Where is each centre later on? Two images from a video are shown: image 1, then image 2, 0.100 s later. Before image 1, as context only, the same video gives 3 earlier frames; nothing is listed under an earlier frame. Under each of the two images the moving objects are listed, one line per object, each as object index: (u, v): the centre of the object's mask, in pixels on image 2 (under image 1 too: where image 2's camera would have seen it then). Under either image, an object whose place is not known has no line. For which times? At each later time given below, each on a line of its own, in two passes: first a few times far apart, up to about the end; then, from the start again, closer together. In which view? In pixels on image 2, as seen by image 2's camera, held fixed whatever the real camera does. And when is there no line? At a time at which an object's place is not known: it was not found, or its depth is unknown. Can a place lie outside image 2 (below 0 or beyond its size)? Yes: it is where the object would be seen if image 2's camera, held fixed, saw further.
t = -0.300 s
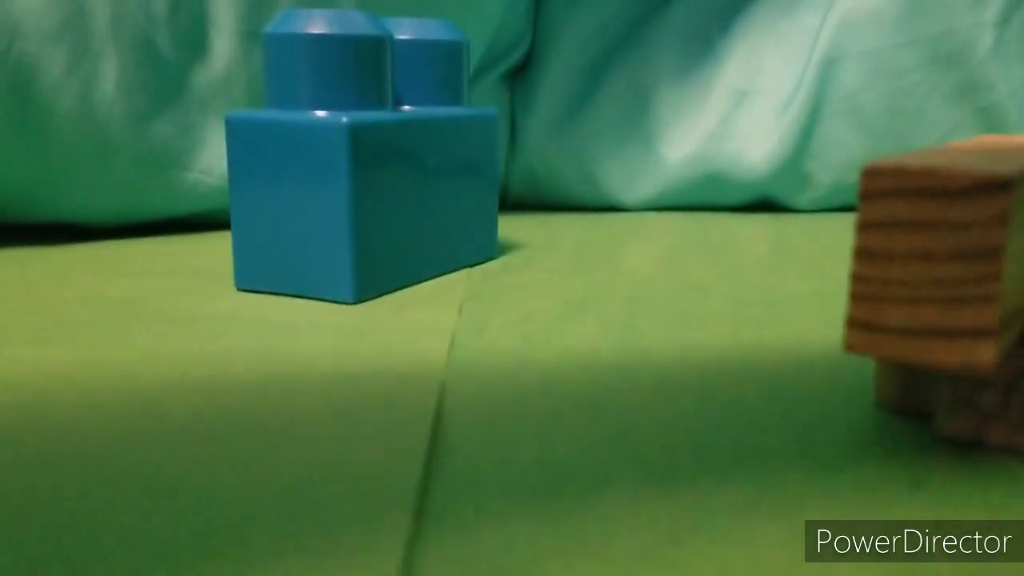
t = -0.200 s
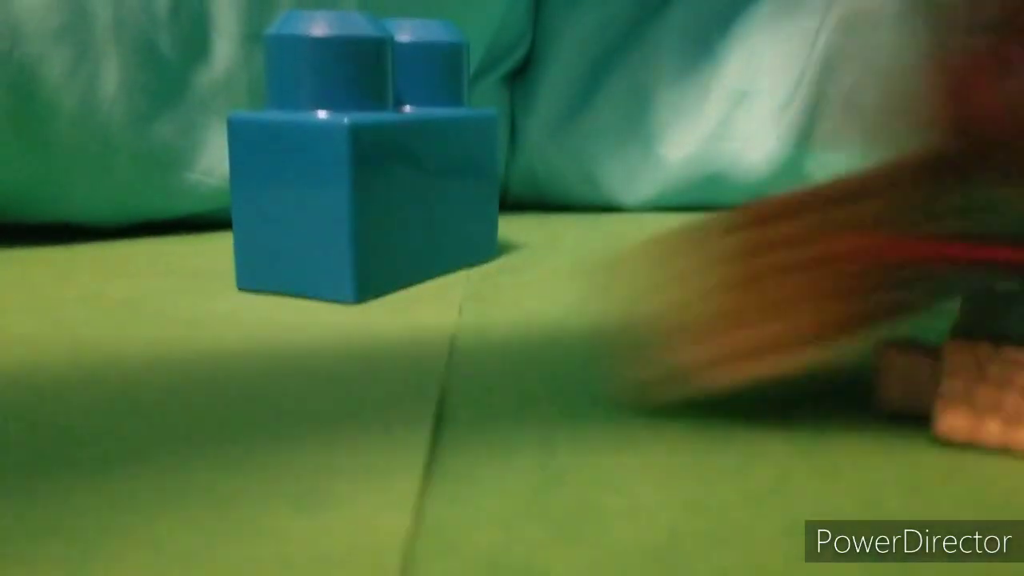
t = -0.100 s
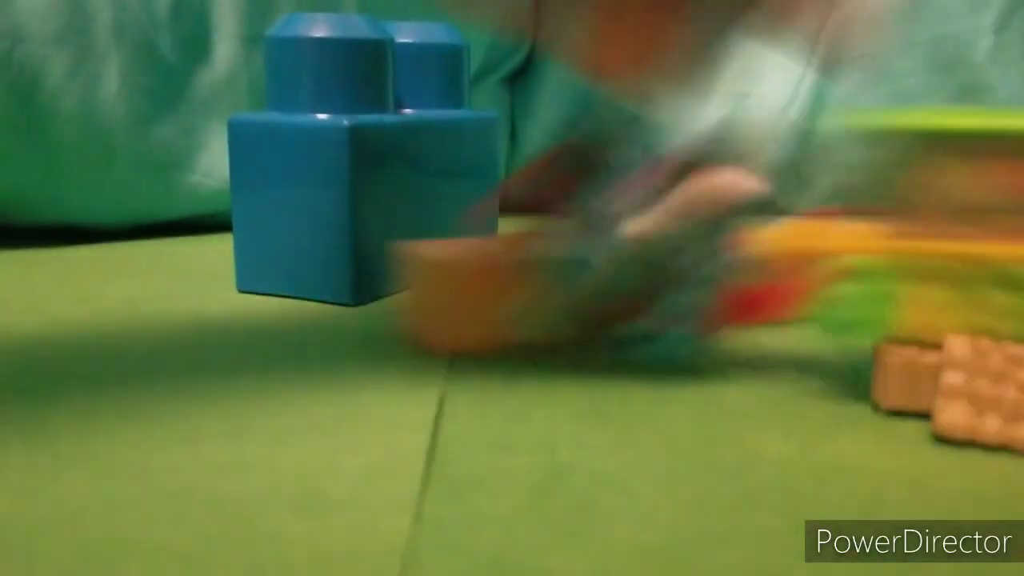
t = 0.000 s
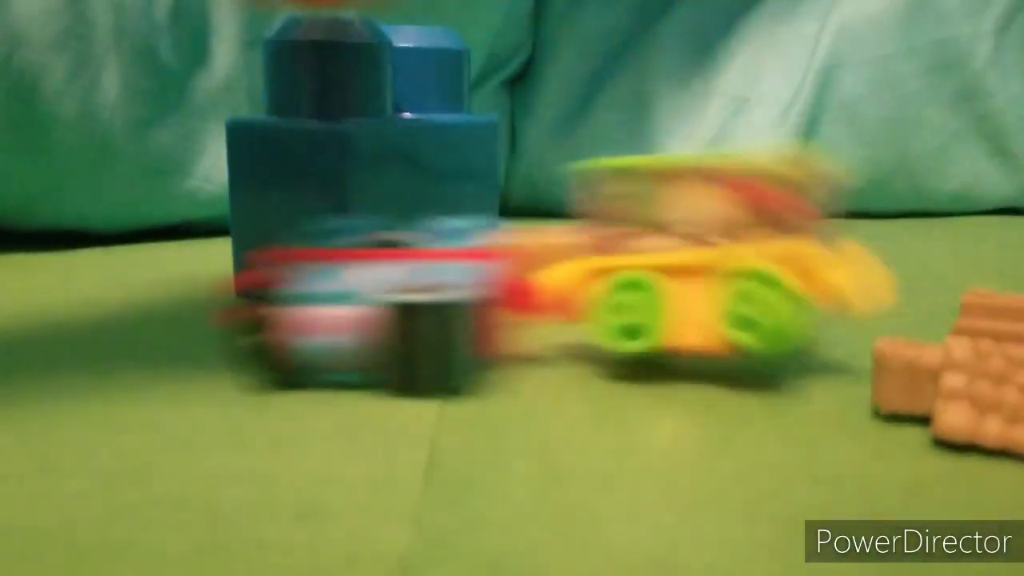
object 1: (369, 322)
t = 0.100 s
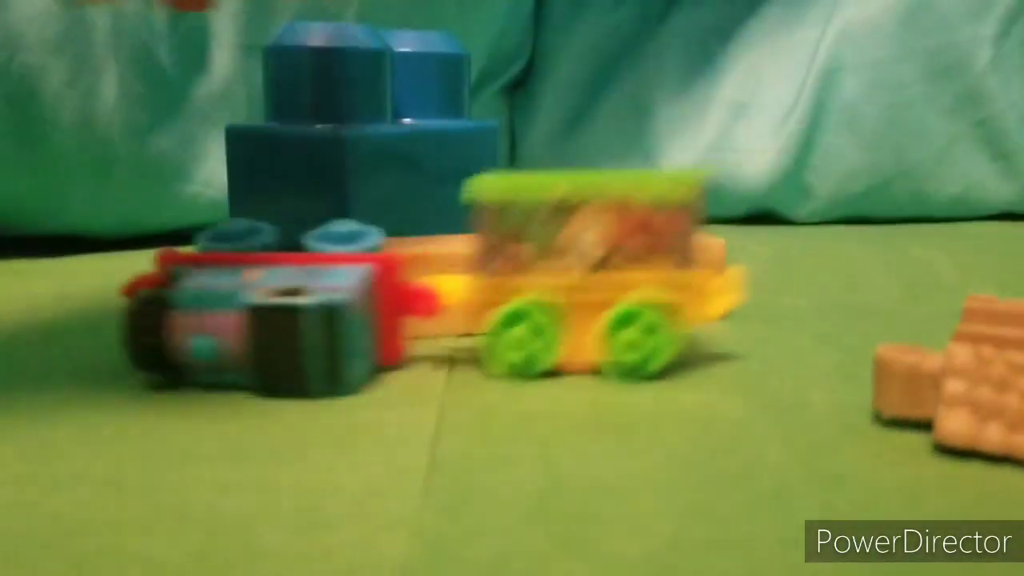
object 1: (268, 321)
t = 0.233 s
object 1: (244, 321)
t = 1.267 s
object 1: (246, 321)
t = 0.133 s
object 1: (254, 320)
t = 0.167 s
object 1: (244, 320)
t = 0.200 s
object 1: (243, 320)
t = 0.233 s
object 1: (244, 321)
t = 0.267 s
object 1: (244, 321)
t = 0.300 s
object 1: (245, 321)
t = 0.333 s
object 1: (245, 321)
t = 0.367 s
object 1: (245, 321)
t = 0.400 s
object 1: (245, 321)
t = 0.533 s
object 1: (245, 321)
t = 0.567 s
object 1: (245, 321)
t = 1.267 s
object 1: (246, 321)
